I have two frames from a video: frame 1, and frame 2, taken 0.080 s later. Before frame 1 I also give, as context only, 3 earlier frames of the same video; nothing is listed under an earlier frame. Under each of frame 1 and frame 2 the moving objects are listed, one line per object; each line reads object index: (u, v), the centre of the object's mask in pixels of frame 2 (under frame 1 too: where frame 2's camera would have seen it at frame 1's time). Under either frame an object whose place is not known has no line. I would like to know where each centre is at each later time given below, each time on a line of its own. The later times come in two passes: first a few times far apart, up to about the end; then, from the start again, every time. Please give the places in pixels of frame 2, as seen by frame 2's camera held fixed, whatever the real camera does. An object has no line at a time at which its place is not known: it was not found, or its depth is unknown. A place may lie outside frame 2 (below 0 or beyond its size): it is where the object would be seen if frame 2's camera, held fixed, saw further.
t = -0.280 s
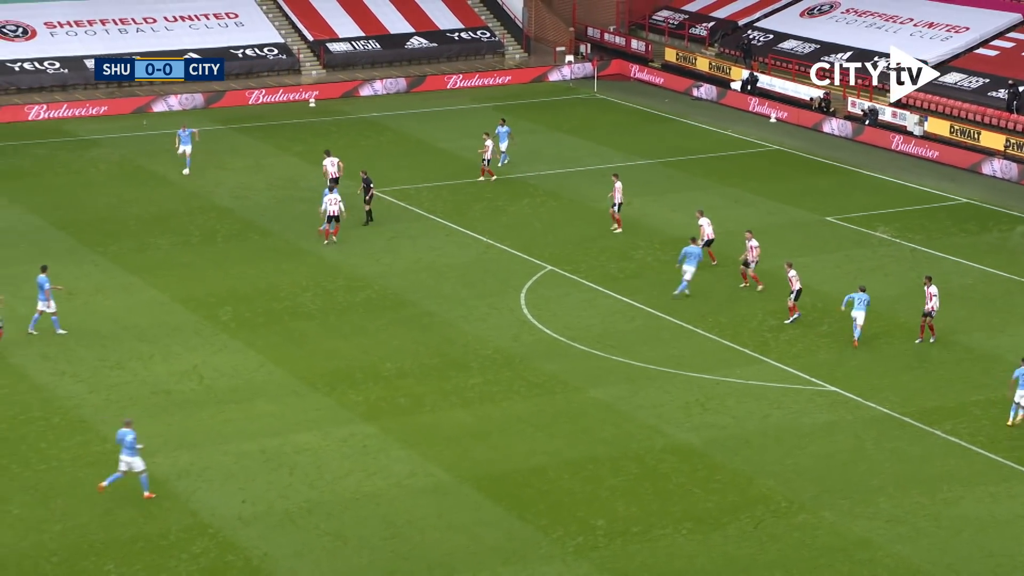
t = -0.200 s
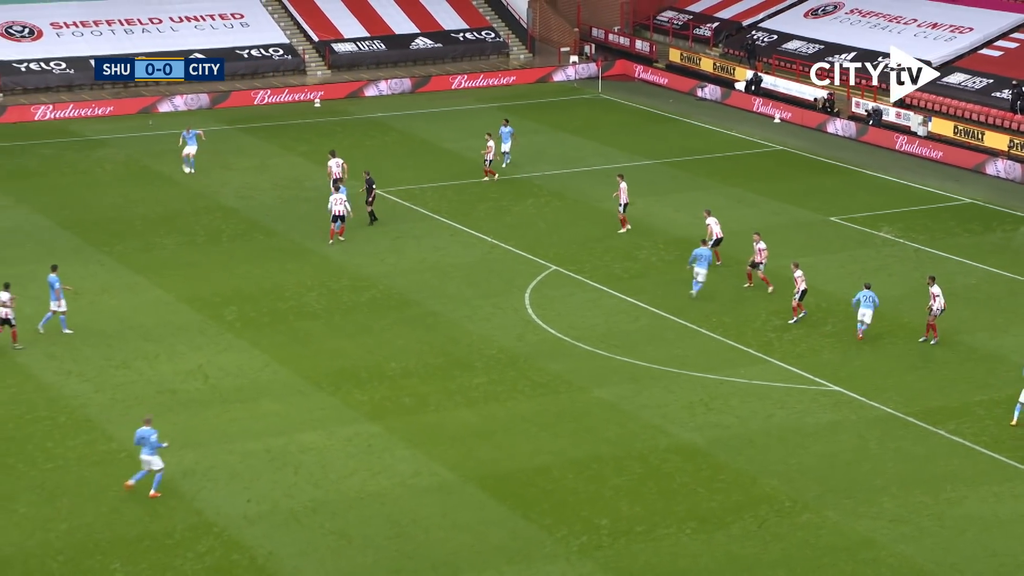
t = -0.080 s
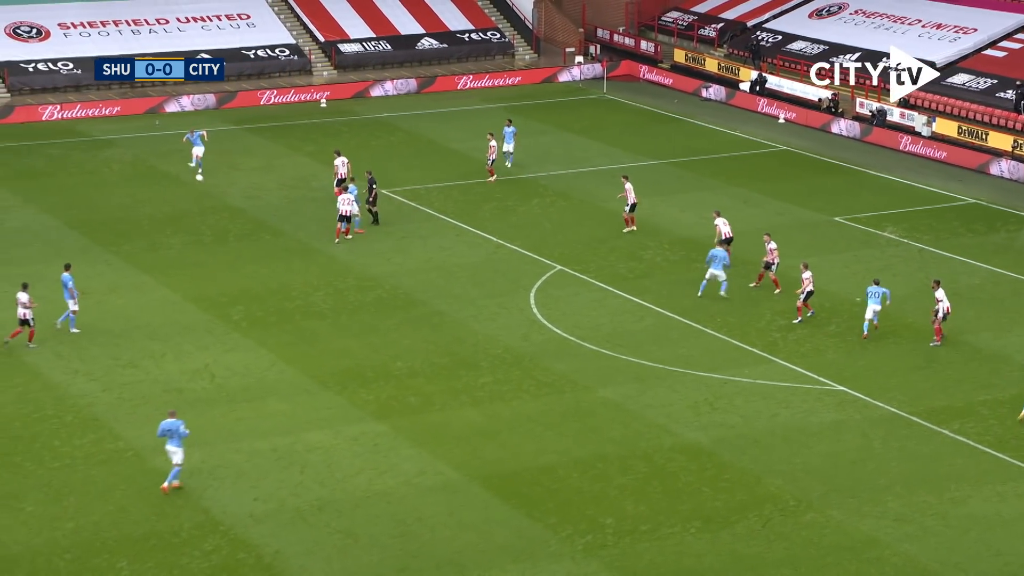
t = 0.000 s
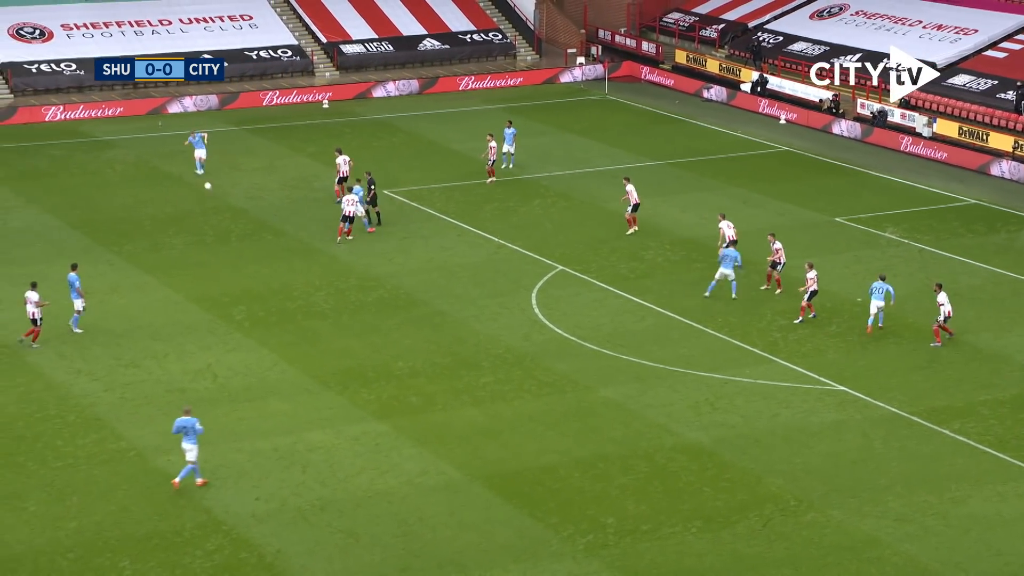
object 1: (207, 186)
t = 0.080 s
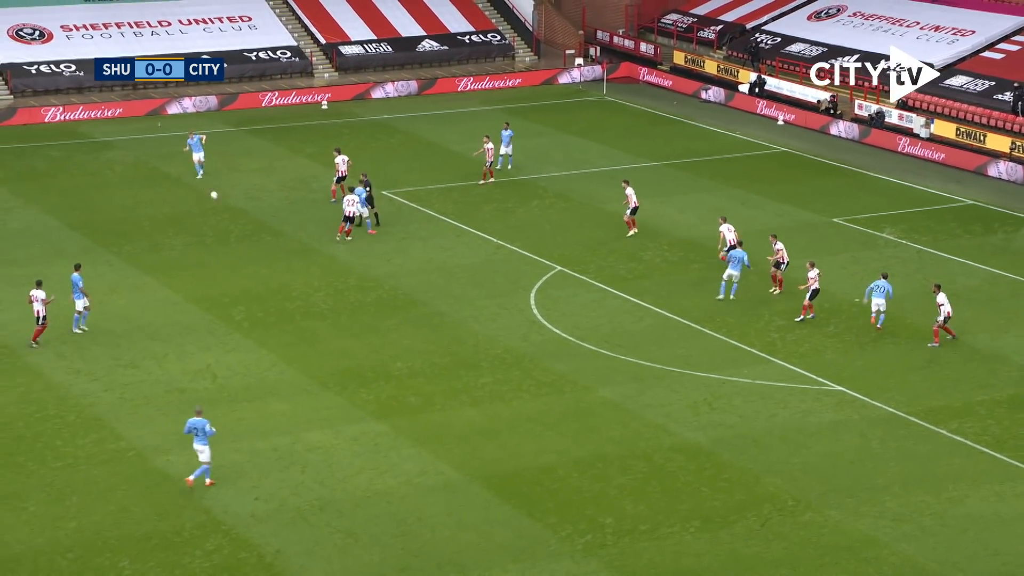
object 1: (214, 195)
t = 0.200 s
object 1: (226, 210)
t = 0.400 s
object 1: (253, 243)
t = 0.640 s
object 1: (293, 295)
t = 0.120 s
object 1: (219, 199)
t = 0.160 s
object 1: (221, 206)
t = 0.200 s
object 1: (226, 210)
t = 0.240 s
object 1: (231, 216)
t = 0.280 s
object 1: (235, 222)
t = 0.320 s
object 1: (241, 228)
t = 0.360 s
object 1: (246, 235)
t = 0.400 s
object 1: (253, 243)
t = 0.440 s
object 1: (258, 250)
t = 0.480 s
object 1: (265, 258)
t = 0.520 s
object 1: (271, 267)
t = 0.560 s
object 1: (279, 275)
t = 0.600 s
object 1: (286, 285)
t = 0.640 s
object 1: (293, 295)
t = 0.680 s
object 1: (301, 305)
